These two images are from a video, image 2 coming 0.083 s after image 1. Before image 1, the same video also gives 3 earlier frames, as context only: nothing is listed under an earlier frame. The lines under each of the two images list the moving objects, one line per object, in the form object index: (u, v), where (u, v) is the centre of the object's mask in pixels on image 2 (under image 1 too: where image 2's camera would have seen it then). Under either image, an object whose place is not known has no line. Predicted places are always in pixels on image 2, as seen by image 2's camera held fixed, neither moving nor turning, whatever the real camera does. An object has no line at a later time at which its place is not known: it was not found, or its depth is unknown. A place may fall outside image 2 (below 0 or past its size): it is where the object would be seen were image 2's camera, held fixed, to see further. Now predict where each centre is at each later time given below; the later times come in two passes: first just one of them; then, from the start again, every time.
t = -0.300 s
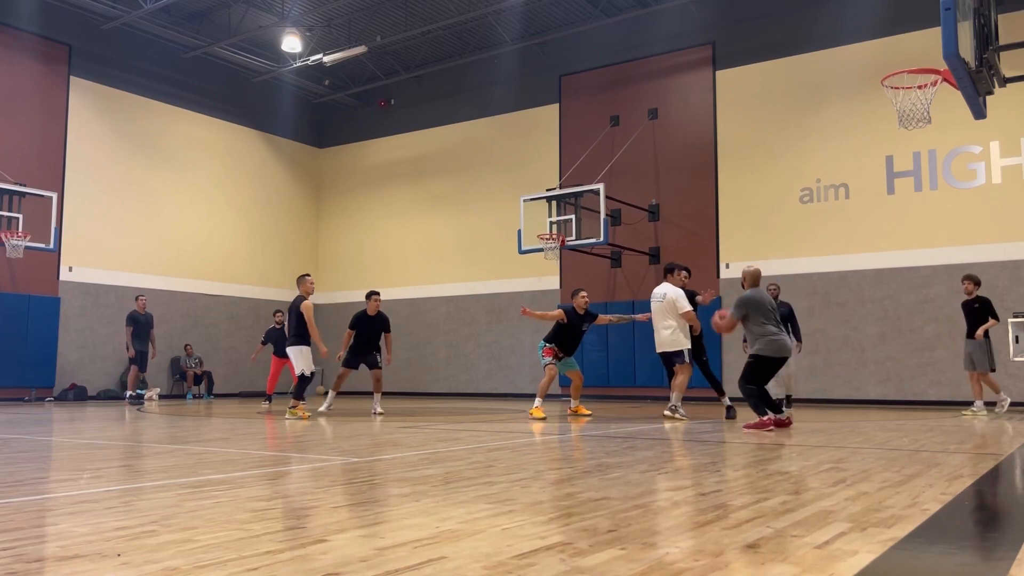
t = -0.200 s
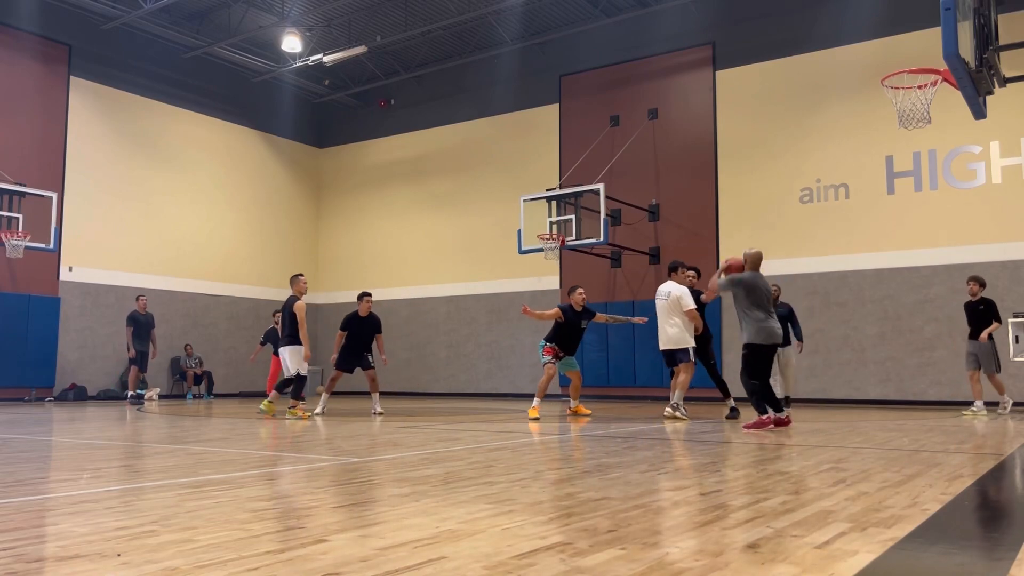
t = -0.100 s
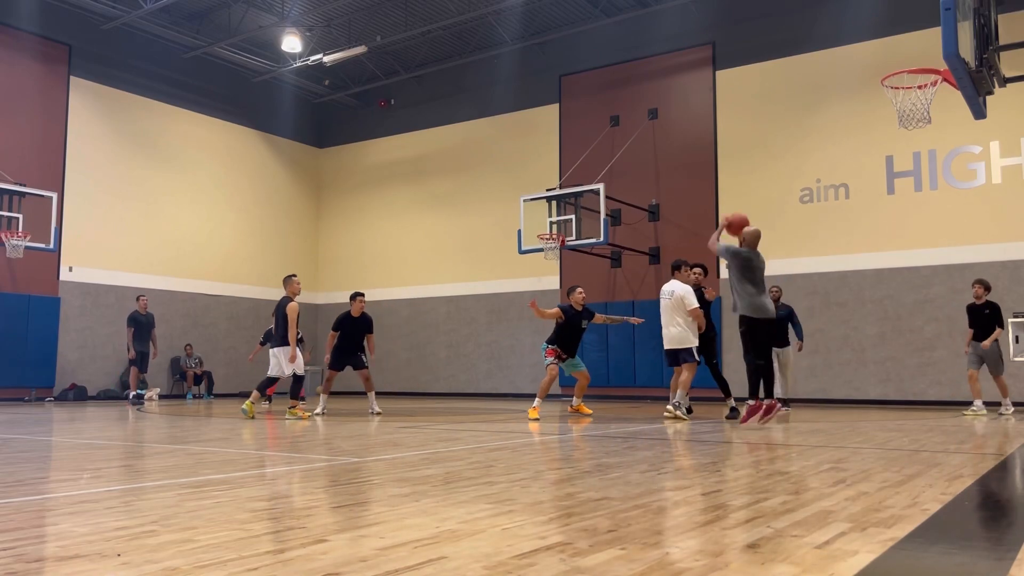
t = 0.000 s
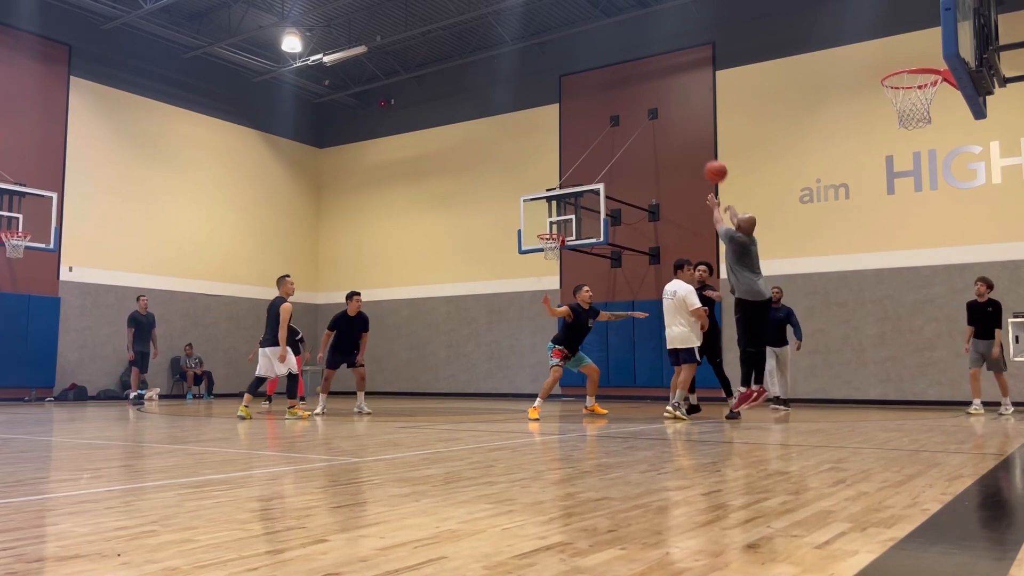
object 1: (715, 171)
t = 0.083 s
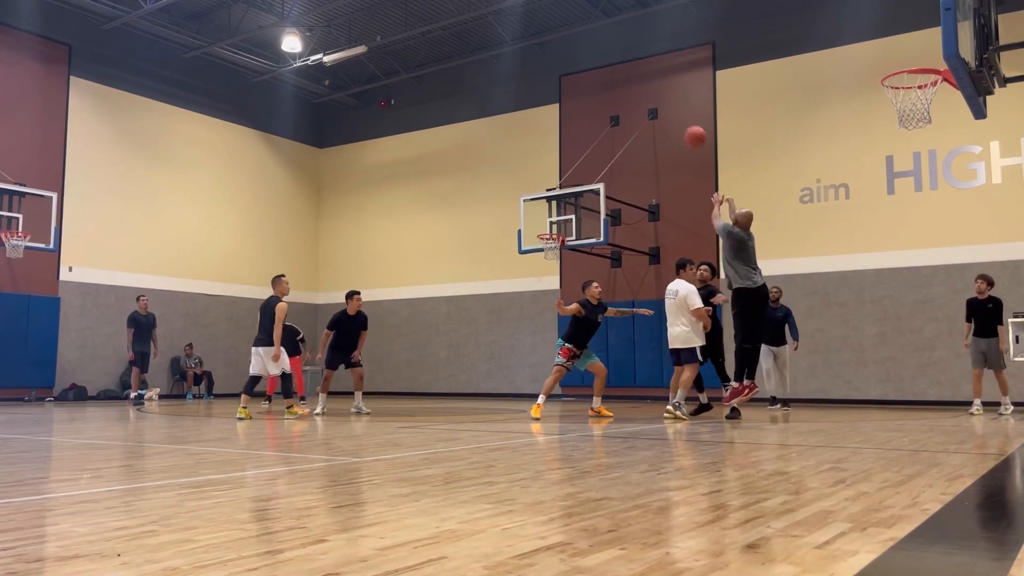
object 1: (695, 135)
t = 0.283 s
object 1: (654, 88)
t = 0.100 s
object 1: (691, 129)
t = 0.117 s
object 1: (687, 125)
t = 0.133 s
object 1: (684, 120)
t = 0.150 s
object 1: (680, 115)
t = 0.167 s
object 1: (677, 110)
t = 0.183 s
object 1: (673, 106)
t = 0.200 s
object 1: (670, 102)
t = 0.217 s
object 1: (667, 99)
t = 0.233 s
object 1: (663, 96)
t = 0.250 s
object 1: (660, 92)
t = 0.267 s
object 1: (657, 90)
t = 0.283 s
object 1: (654, 88)
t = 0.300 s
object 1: (651, 85)
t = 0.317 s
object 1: (648, 83)
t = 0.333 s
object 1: (646, 81)
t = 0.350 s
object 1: (643, 80)
